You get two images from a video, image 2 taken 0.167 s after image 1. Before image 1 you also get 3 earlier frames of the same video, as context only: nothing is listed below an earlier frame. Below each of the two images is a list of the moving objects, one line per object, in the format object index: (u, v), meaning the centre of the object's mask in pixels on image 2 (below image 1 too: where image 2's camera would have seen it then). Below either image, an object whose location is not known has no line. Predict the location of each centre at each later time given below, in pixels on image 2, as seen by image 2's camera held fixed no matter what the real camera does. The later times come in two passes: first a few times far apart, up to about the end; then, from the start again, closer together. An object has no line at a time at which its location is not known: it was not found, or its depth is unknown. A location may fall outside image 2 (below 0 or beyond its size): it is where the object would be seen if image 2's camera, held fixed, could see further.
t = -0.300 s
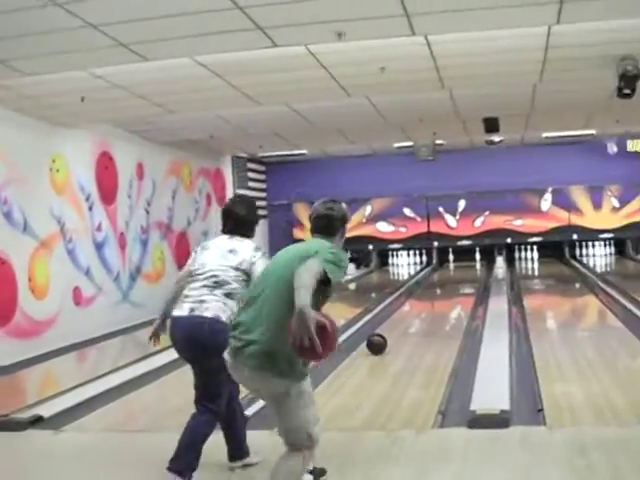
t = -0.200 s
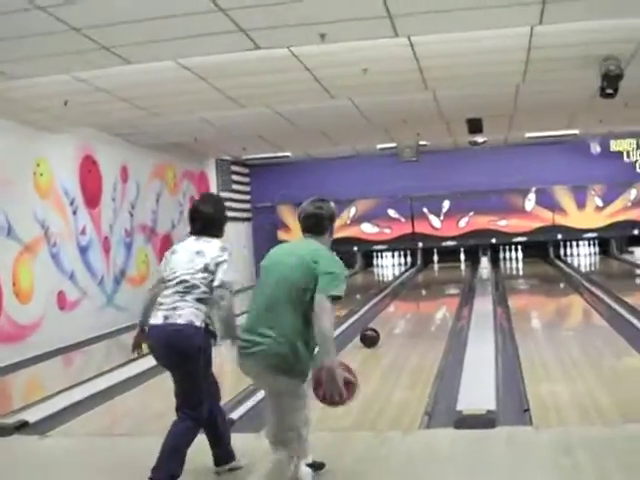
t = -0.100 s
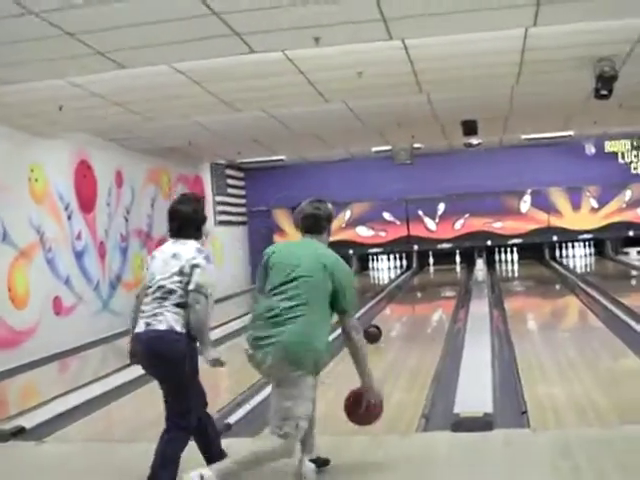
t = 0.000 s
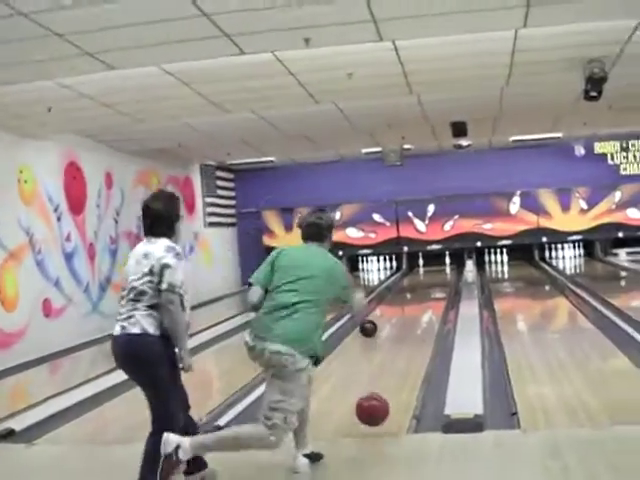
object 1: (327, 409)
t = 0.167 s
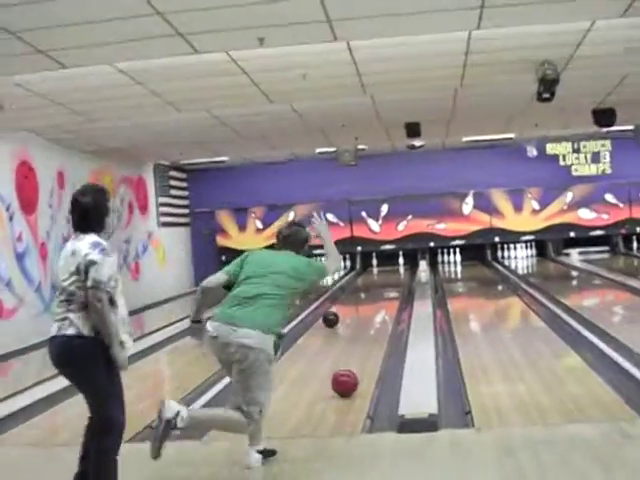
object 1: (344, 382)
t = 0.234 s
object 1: (349, 370)
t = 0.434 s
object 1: (356, 344)
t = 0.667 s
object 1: (366, 321)
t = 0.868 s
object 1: (373, 308)
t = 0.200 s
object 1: (346, 376)
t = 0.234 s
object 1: (349, 370)
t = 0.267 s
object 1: (351, 365)
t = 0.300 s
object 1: (353, 359)
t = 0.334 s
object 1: (355, 355)
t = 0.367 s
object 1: (356, 350)
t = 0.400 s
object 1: (357, 346)
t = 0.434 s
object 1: (356, 344)
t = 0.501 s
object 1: (366, 332)
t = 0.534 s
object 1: (366, 331)
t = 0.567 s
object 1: (365, 328)
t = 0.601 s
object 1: (365, 326)
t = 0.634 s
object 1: (365, 324)
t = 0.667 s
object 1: (366, 321)
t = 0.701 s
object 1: (367, 319)
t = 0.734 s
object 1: (368, 317)
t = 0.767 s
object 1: (369, 314)
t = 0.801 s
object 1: (371, 311)
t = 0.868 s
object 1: (373, 308)
